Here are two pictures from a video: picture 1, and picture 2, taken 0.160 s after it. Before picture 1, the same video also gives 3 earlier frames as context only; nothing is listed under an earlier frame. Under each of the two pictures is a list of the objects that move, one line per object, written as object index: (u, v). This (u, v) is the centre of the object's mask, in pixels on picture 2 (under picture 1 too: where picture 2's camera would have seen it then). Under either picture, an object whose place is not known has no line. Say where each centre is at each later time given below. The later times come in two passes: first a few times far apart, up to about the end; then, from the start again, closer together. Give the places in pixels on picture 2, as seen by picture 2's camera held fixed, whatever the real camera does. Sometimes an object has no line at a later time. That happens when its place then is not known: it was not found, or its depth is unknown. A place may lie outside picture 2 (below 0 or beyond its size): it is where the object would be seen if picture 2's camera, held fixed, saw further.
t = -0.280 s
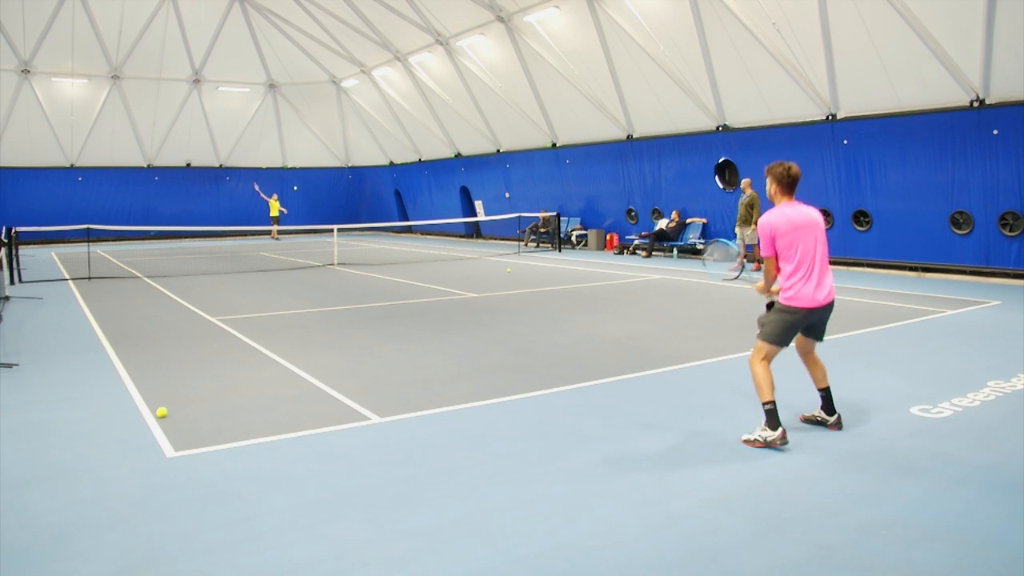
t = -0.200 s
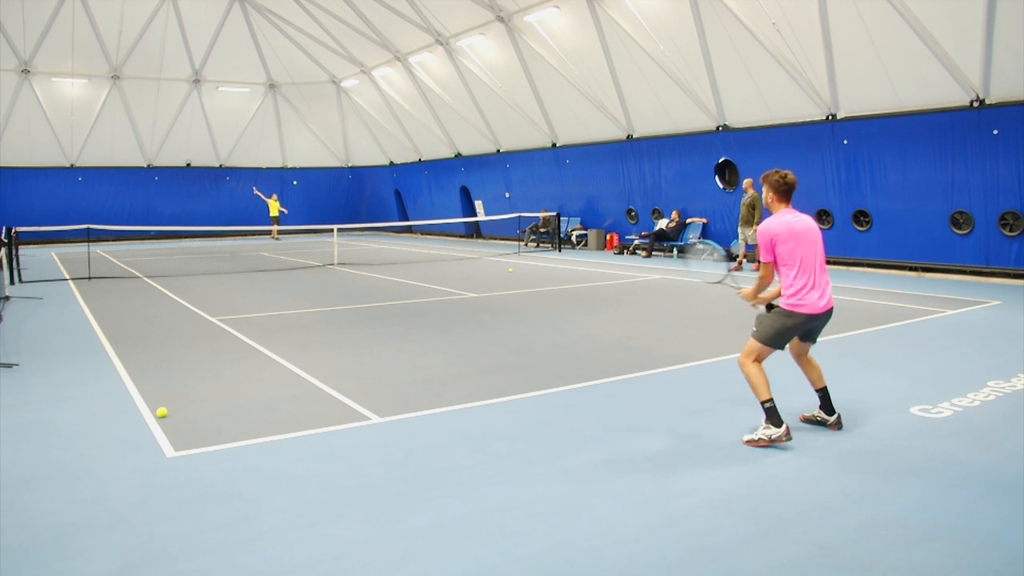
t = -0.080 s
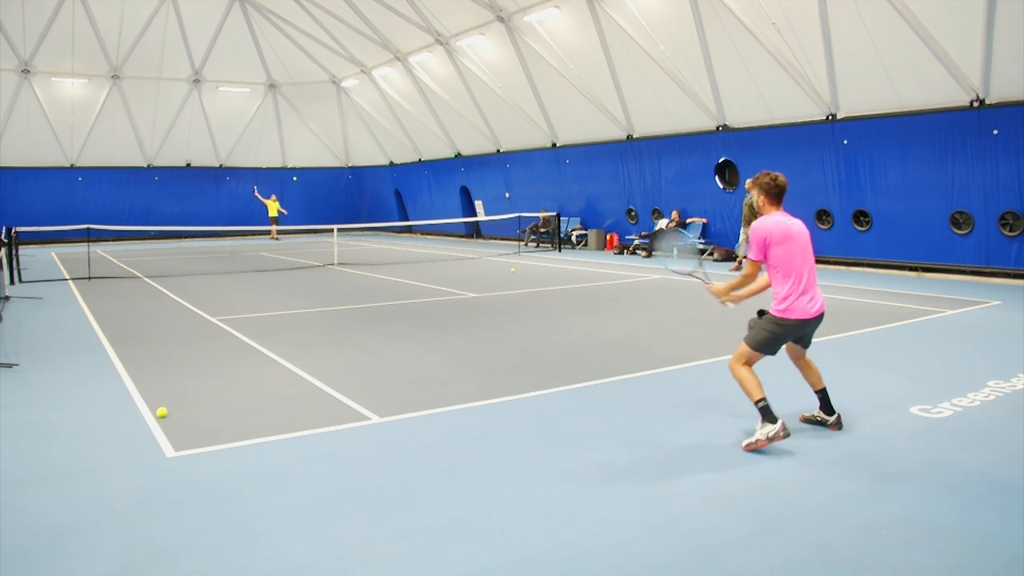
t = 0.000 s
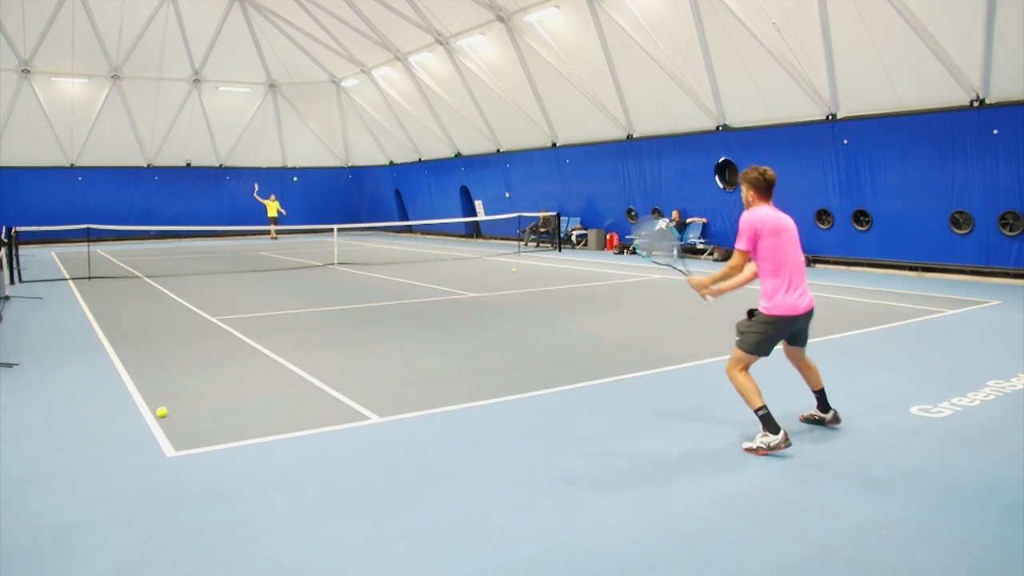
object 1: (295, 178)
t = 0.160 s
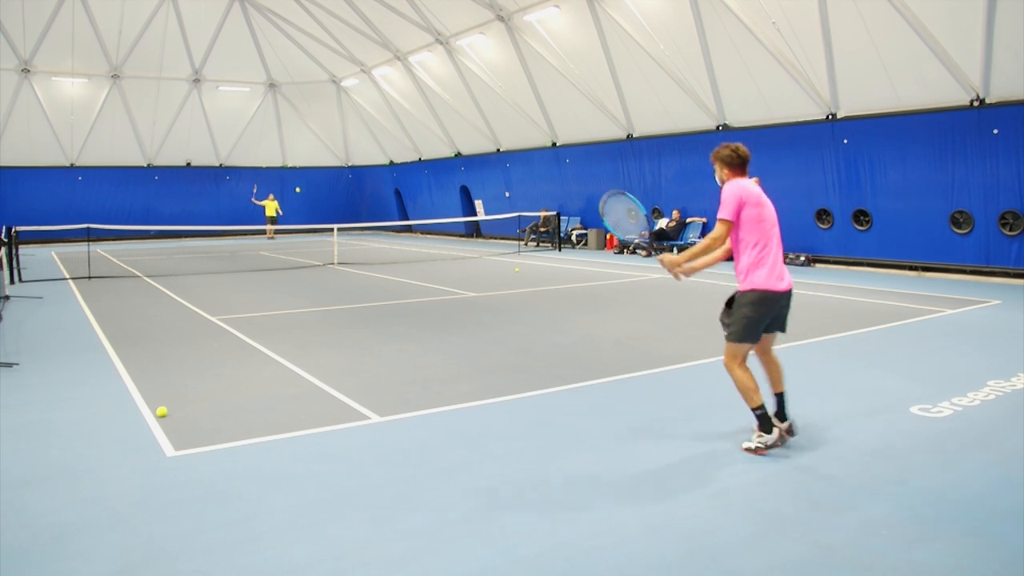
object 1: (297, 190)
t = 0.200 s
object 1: (298, 195)
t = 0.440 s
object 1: (309, 265)
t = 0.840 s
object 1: (324, 221)
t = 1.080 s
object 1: (343, 200)
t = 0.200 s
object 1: (298, 195)
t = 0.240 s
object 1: (299, 202)
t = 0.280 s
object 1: (301, 211)
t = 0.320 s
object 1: (302, 221)
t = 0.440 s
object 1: (309, 265)
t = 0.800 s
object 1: (322, 231)
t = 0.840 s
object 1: (324, 221)
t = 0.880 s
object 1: (326, 214)
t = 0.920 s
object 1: (328, 208)
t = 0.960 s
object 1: (331, 203)
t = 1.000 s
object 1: (334, 199)
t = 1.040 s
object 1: (338, 198)
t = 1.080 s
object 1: (343, 200)
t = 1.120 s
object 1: (348, 205)
